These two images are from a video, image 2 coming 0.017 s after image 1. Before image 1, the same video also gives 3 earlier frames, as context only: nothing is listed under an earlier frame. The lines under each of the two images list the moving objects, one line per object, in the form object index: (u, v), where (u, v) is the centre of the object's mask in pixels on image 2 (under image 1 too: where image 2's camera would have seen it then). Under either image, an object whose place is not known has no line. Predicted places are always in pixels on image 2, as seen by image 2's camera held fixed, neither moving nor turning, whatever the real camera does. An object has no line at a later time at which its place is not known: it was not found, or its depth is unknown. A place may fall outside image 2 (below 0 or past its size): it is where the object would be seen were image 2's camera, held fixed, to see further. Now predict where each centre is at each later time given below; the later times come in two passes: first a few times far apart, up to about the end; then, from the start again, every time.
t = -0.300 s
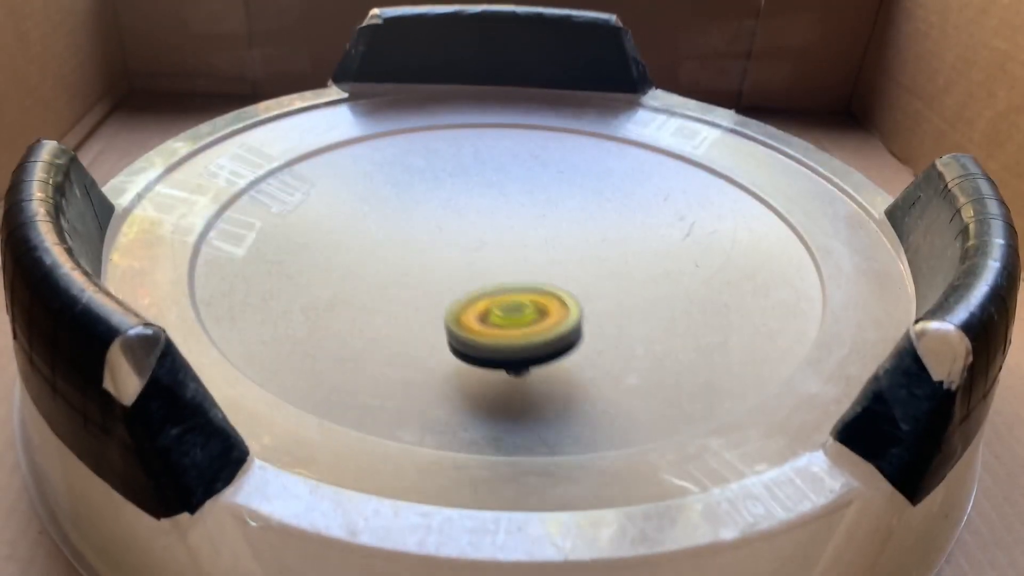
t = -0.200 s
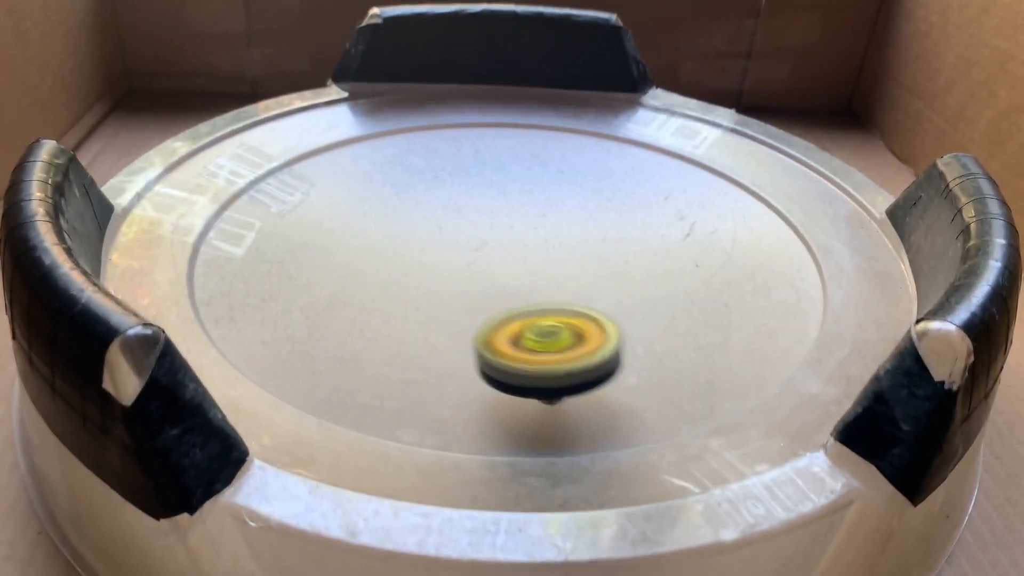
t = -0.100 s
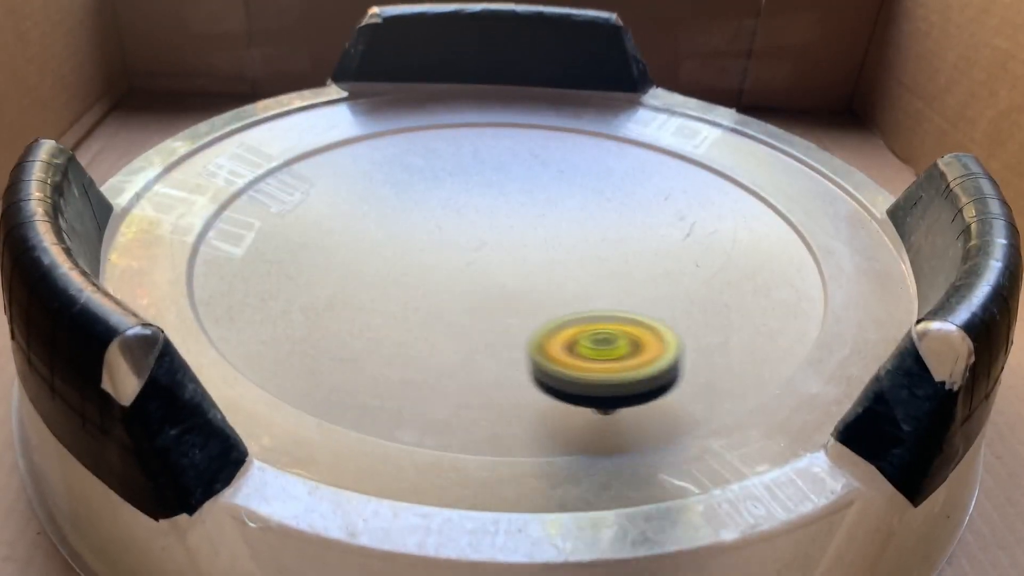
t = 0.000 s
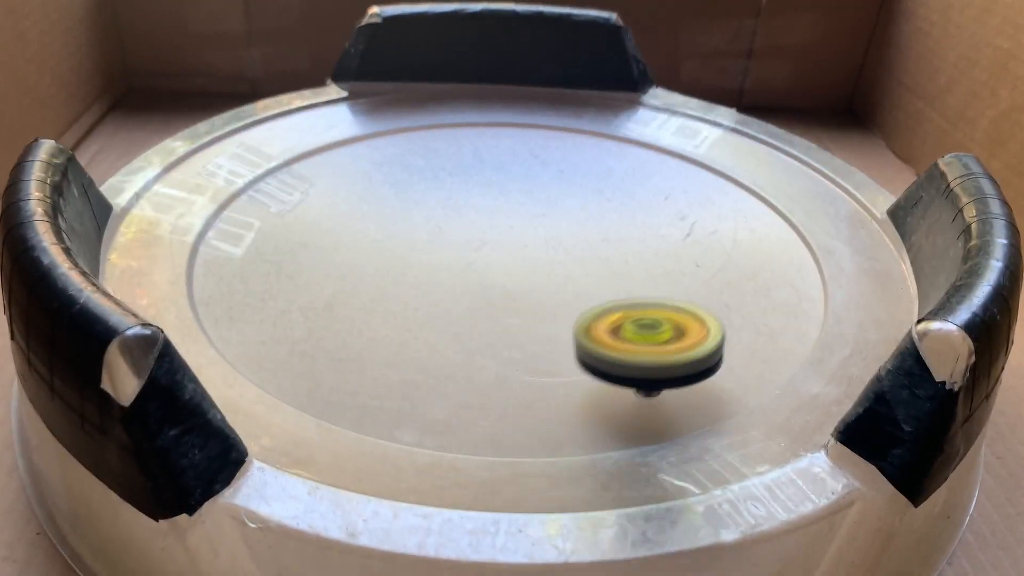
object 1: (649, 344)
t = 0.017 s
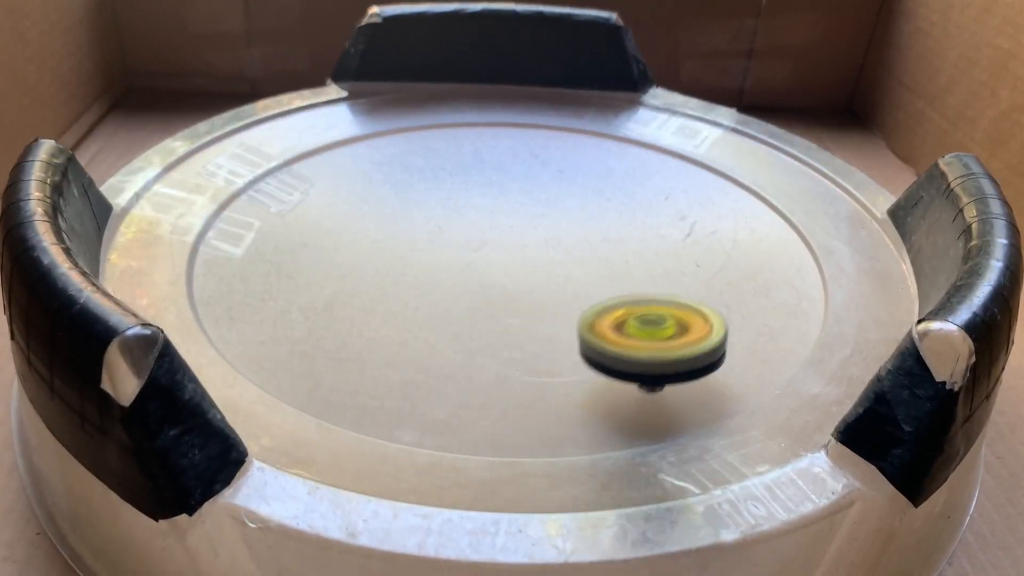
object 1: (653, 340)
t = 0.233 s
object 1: (574, 277)
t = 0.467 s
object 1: (379, 261)
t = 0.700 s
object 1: (290, 324)
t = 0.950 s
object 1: (510, 358)
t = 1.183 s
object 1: (533, 247)
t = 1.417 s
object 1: (370, 176)
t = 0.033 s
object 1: (654, 336)
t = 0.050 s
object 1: (655, 331)
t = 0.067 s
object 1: (654, 326)
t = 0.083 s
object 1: (652, 321)
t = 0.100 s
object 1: (648, 315)
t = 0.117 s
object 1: (643, 310)
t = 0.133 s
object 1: (637, 305)
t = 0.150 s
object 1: (629, 299)
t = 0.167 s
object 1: (621, 295)
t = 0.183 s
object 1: (610, 290)
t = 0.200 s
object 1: (599, 285)
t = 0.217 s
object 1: (587, 281)
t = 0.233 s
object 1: (574, 277)
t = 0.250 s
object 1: (561, 273)
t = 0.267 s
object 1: (547, 270)
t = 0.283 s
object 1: (533, 267)
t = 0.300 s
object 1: (519, 264)
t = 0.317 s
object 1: (504, 262)
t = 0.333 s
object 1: (489, 261)
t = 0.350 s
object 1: (474, 260)
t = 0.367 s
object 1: (460, 258)
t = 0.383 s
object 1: (446, 257)
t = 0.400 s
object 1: (432, 257)
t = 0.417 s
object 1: (418, 257)
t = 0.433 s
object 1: (404, 258)
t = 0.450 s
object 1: (392, 259)
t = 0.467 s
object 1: (379, 261)
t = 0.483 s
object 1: (367, 263)
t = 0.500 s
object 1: (355, 265)
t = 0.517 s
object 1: (343, 268)
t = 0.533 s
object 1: (333, 271)
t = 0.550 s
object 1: (323, 275)
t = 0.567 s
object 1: (314, 279)
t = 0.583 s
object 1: (306, 283)
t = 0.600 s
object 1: (299, 288)
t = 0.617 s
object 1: (293, 294)
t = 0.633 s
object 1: (289, 299)
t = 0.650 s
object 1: (287, 305)
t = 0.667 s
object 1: (286, 311)
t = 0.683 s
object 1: (287, 318)
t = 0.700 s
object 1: (290, 324)
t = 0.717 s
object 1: (295, 330)
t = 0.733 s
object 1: (302, 336)
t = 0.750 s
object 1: (311, 342)
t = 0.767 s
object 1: (323, 348)
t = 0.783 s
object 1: (336, 353)
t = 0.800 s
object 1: (350, 358)
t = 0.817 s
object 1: (367, 363)
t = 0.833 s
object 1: (384, 366)
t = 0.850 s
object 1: (403, 368)
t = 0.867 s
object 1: (422, 370)
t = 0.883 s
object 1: (442, 370)
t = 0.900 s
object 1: (460, 369)
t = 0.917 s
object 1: (478, 366)
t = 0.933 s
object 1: (494, 363)
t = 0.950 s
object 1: (510, 358)
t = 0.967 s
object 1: (523, 353)
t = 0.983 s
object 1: (534, 346)
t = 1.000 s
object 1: (544, 339)
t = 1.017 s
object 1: (551, 331)
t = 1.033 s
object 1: (557, 323)
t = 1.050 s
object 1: (560, 314)
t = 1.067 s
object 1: (562, 305)
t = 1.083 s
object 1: (562, 297)
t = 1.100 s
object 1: (560, 288)
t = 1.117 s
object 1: (558, 279)
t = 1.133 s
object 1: (553, 270)
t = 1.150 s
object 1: (548, 262)
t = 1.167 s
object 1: (541, 255)
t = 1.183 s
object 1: (533, 247)
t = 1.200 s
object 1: (525, 240)
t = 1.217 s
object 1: (516, 232)
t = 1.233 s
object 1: (505, 225)
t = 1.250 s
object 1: (494, 219)
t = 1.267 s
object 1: (484, 213)
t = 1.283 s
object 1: (472, 207)
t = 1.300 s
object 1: (460, 202)
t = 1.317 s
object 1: (448, 198)
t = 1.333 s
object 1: (435, 193)
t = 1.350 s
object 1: (423, 189)
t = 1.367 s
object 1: (410, 185)
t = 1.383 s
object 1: (396, 182)
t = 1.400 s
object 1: (383, 178)
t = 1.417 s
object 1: (370, 176)
